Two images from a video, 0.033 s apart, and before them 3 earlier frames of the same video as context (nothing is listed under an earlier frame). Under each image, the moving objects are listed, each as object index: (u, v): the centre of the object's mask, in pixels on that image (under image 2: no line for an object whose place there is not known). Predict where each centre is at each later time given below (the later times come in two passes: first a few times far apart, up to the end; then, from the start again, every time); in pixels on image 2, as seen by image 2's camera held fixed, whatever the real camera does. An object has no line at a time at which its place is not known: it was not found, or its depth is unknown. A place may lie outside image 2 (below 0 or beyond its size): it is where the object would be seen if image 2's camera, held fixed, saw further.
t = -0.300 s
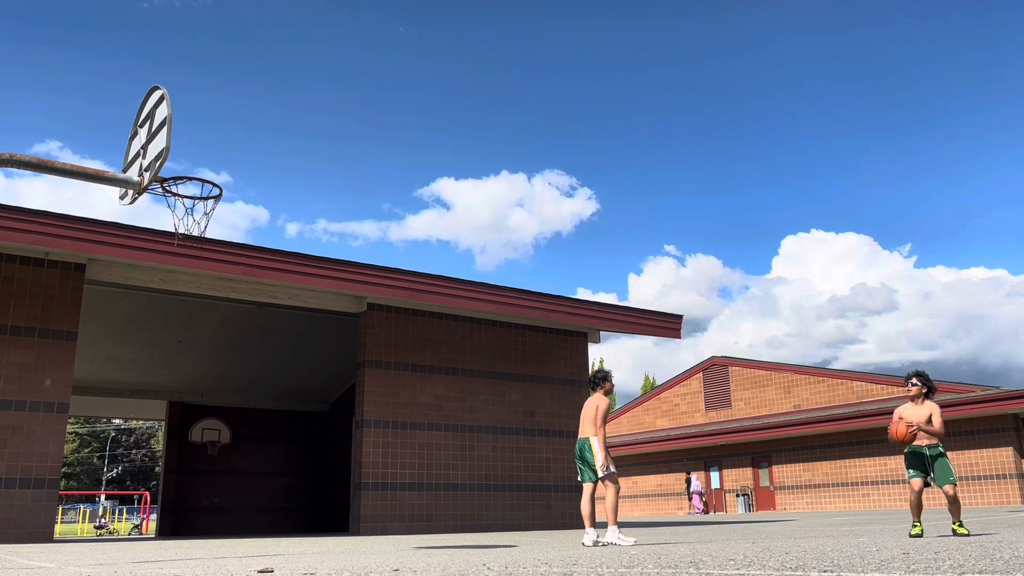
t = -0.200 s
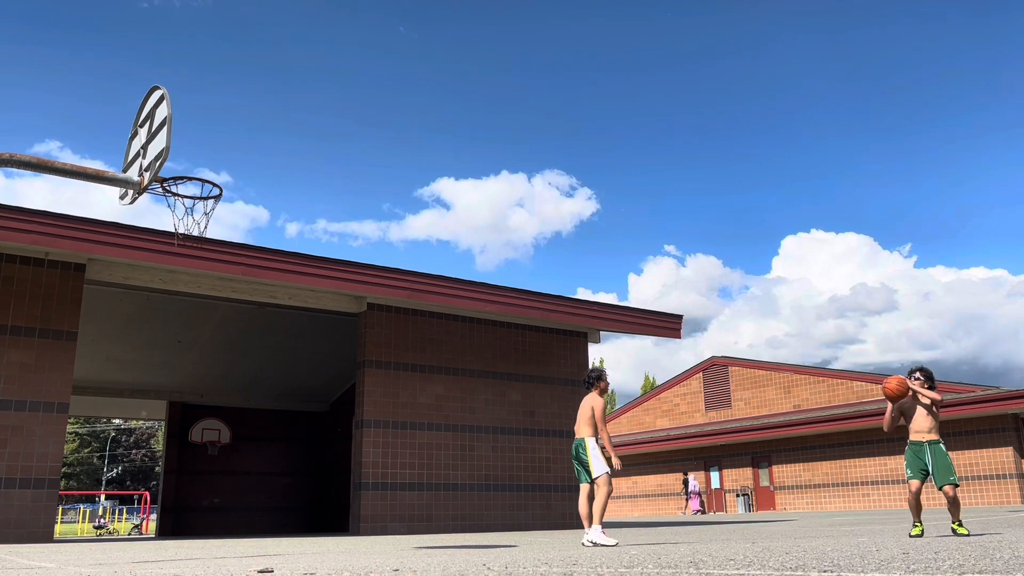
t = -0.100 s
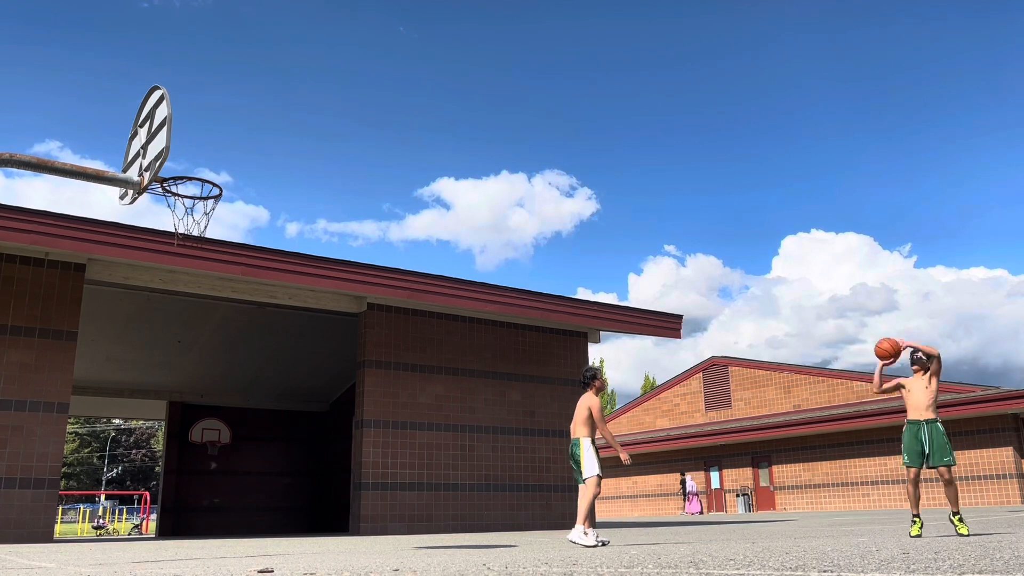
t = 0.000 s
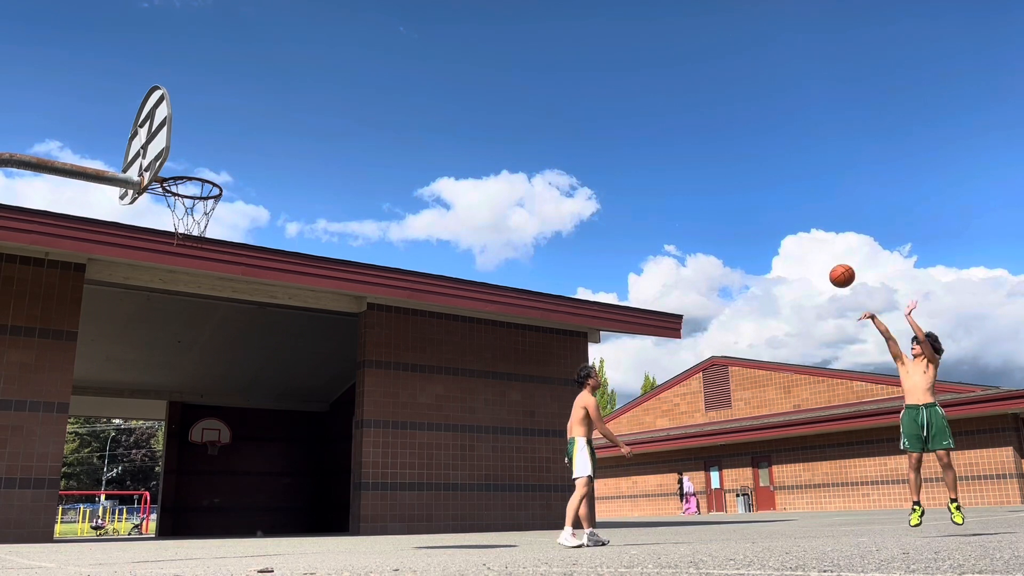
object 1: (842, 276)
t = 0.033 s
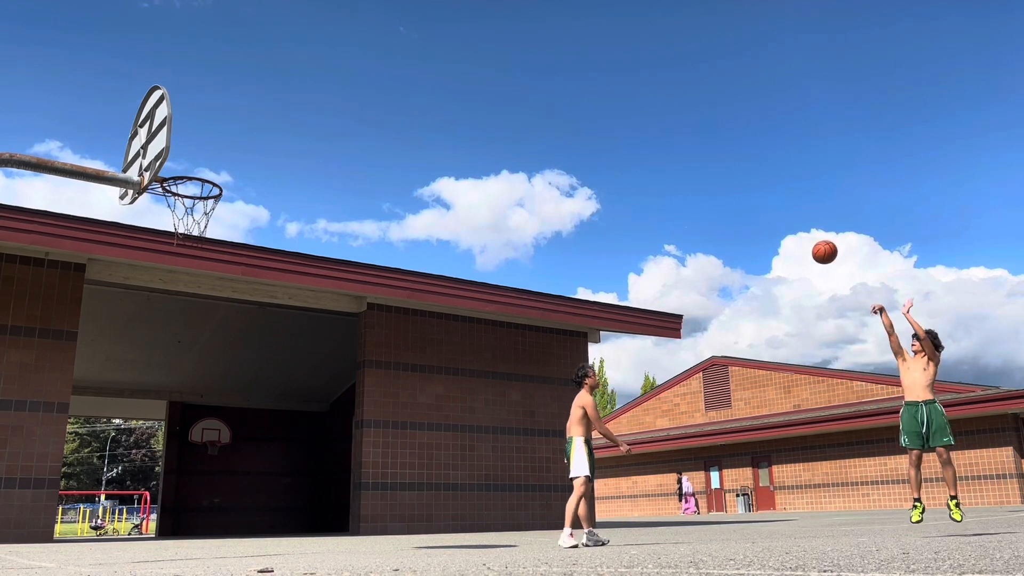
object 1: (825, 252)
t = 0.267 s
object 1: (709, 120)
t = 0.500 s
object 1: (600, 40)
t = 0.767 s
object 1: (478, 11)
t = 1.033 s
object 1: (352, 43)
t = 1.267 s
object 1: (232, 134)
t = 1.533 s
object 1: (201, 224)
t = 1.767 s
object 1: (214, 274)
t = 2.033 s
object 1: (226, 414)
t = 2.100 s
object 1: (228, 466)
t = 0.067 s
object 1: (808, 230)
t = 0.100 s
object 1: (791, 208)
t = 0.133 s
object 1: (774, 188)
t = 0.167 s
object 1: (757, 170)
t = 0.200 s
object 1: (741, 152)
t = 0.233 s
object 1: (725, 136)
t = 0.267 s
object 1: (709, 120)
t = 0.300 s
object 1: (693, 105)
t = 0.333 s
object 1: (677, 92)
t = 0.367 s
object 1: (661, 80)
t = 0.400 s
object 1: (646, 68)
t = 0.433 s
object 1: (630, 58)
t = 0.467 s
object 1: (615, 48)
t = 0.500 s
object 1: (600, 40)
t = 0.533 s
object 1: (585, 33)
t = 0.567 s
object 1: (570, 27)
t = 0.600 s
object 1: (554, 22)
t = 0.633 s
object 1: (539, 17)
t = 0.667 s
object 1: (524, 14)
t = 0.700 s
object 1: (509, 12)
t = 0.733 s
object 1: (493, 11)
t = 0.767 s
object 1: (478, 11)
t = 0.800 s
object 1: (463, 11)
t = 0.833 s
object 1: (447, 13)
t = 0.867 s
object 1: (432, 15)
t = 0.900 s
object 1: (416, 19)
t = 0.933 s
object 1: (400, 23)
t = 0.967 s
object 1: (385, 29)
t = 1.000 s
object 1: (368, 36)
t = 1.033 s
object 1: (352, 43)
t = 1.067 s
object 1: (336, 53)
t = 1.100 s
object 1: (319, 63)
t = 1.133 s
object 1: (302, 74)
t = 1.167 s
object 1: (285, 87)
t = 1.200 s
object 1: (268, 101)
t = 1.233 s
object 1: (250, 117)
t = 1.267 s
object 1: (232, 134)
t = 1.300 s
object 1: (213, 152)
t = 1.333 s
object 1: (194, 172)
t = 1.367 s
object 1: (176, 192)
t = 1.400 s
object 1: (182, 204)
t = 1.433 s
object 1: (188, 212)
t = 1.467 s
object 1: (194, 217)
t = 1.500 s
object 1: (198, 221)
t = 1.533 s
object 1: (201, 224)
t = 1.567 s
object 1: (204, 227)
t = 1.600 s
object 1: (206, 231)
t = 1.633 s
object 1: (208, 238)
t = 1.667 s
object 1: (209, 245)
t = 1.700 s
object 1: (211, 252)
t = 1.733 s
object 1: (213, 263)
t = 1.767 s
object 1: (214, 274)
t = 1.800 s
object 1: (217, 286)
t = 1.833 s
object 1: (219, 300)
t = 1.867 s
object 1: (220, 315)
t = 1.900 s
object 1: (222, 332)
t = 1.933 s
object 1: (223, 350)
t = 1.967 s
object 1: (225, 370)
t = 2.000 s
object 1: (226, 392)
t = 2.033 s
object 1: (226, 414)
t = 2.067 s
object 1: (227, 439)
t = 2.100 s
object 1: (228, 466)
